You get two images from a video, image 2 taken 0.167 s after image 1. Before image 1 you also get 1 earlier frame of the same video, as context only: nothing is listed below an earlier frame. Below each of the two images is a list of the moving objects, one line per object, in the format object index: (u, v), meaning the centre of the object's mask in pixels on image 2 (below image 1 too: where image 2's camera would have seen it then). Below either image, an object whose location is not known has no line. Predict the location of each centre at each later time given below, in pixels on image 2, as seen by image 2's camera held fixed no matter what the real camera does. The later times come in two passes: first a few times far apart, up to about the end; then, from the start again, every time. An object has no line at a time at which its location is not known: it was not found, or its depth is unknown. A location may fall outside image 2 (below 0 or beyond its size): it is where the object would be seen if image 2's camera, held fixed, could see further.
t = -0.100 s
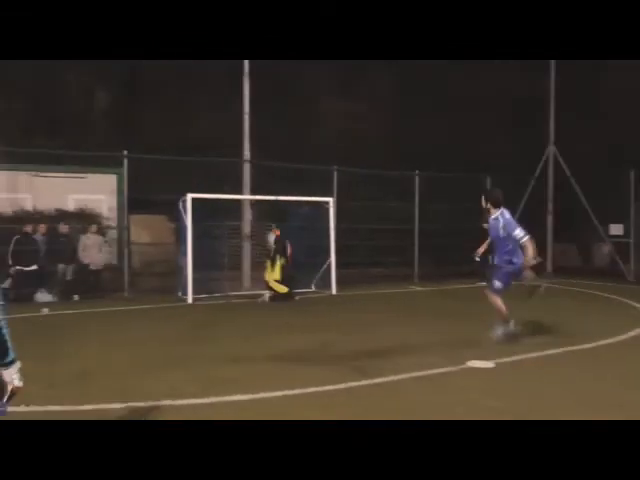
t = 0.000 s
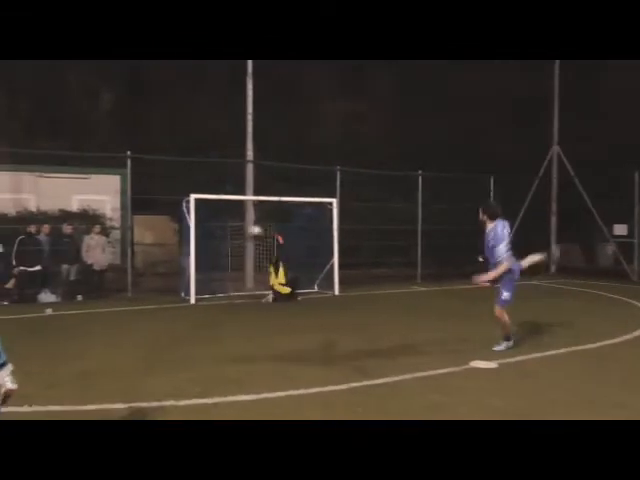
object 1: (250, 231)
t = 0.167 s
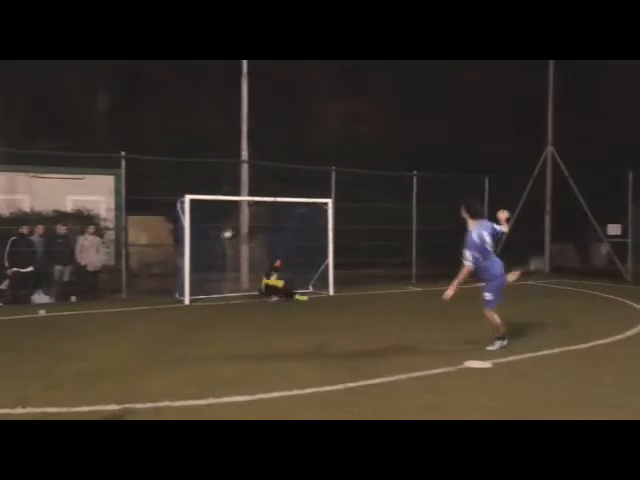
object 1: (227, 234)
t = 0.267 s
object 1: (222, 242)
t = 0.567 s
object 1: (217, 286)
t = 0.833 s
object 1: (224, 277)
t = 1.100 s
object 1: (232, 289)
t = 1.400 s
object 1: (239, 294)
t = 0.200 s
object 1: (225, 235)
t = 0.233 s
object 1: (223, 239)
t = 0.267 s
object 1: (222, 242)
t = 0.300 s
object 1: (221, 246)
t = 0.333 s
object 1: (221, 251)
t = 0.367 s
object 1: (220, 255)
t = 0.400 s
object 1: (220, 261)
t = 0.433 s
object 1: (219, 267)
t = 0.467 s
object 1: (218, 272)
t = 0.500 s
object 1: (218, 277)
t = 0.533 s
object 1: (217, 284)
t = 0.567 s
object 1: (217, 286)
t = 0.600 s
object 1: (217, 284)
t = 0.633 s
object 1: (218, 281)
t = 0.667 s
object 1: (219, 279)
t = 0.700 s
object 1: (220, 277)
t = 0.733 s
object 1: (220, 276)
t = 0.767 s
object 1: (221, 276)
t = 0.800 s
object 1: (222, 276)
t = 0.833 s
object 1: (224, 277)
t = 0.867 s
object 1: (224, 278)
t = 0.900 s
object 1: (225, 279)
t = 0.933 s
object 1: (226, 281)
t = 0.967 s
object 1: (227, 283)
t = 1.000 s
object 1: (229, 286)
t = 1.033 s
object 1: (230, 290)
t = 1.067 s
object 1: (231, 290)
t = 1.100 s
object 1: (232, 289)
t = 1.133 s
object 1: (233, 287)
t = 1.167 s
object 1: (234, 286)
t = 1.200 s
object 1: (234, 286)
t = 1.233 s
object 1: (235, 286)
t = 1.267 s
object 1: (236, 286)
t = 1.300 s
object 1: (237, 287)
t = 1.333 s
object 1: (238, 289)
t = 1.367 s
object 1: (239, 291)
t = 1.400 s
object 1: (239, 294)
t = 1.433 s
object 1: (240, 295)
